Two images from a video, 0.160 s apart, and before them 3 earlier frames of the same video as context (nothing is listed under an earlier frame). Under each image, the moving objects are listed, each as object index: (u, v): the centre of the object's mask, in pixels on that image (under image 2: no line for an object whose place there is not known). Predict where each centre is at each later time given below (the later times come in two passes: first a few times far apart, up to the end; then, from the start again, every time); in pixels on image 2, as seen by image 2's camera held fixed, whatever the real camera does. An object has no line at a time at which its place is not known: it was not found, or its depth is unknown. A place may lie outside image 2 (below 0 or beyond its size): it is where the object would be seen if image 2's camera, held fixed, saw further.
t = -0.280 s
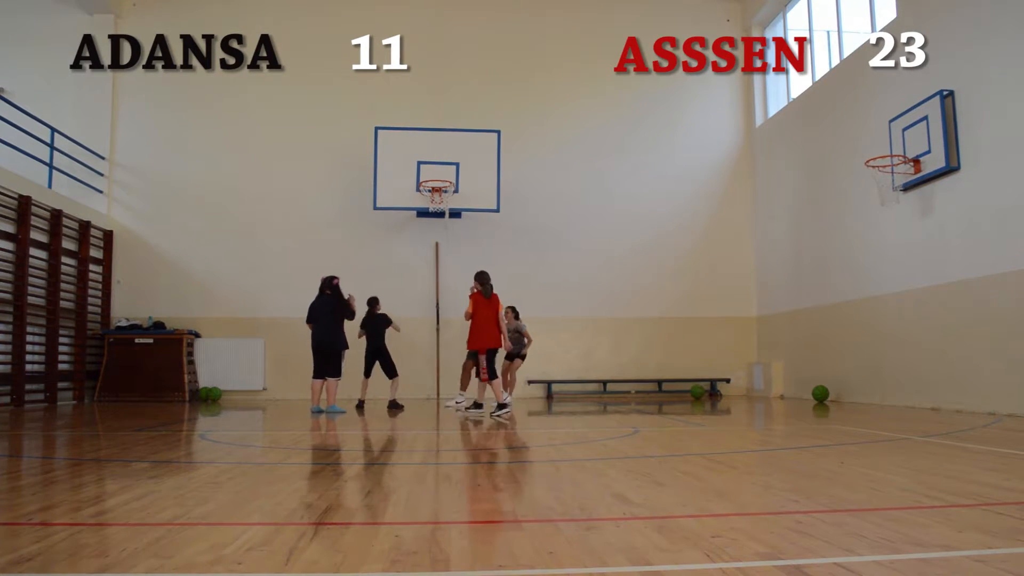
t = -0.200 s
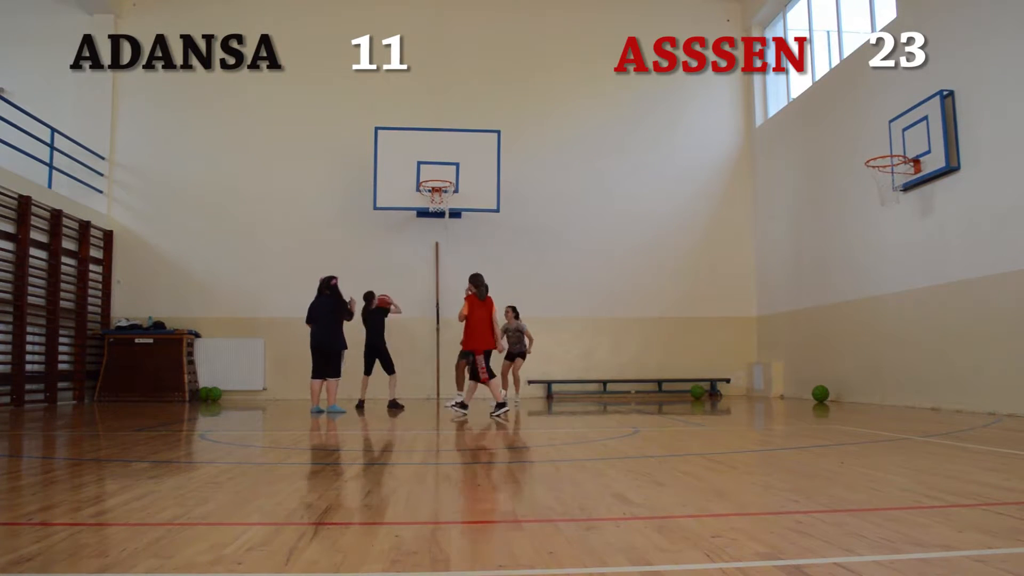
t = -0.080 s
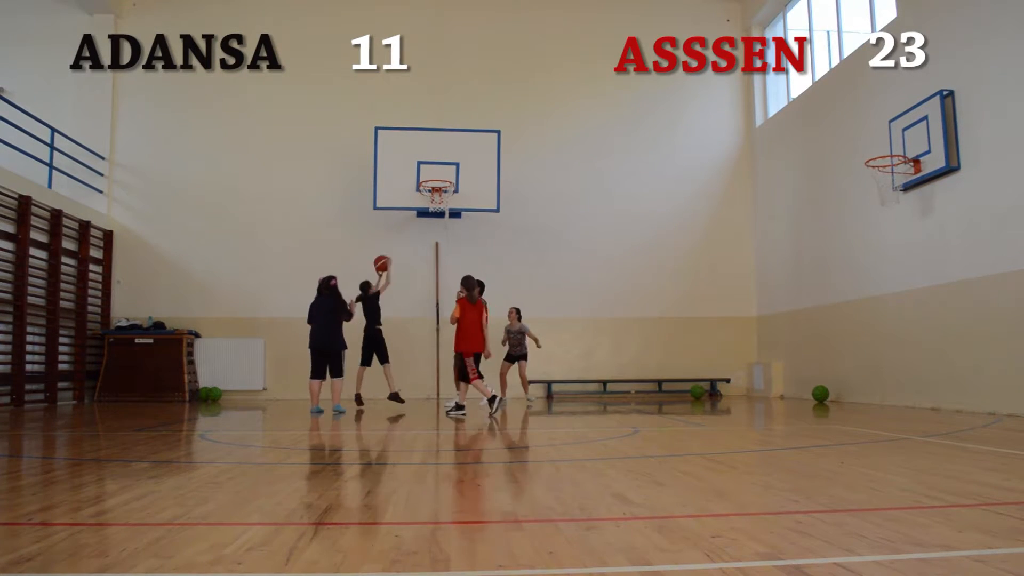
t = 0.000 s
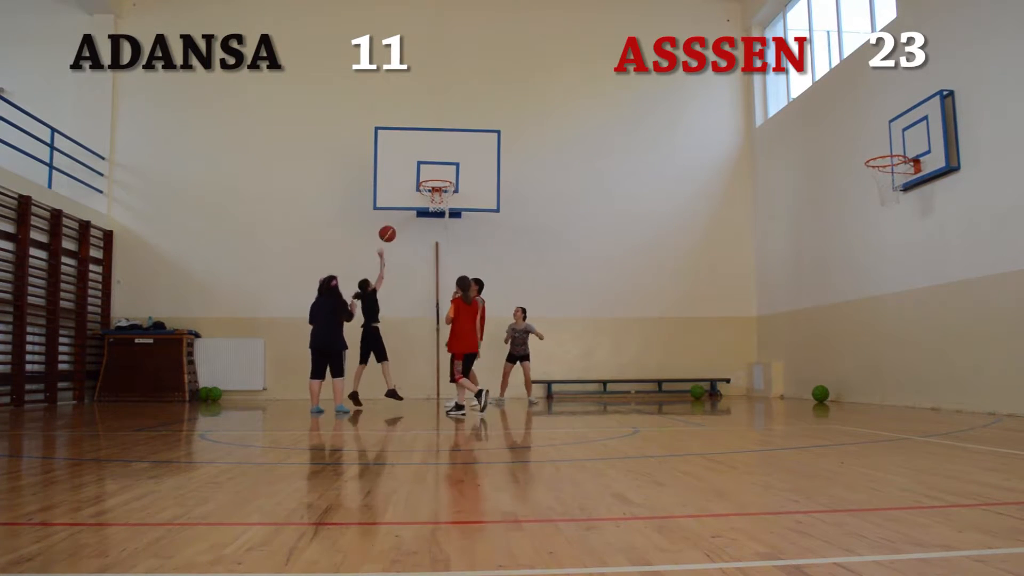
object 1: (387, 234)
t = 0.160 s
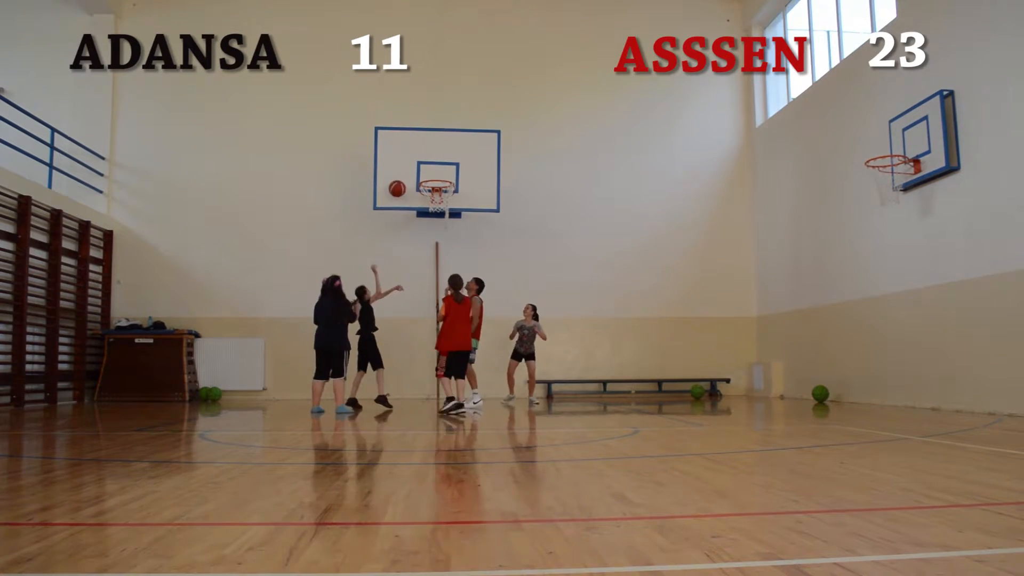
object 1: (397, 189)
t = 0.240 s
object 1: (402, 173)
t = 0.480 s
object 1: (416, 152)
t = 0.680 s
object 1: (424, 164)
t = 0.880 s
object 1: (433, 166)
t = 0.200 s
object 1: (399, 180)
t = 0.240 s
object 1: (402, 173)
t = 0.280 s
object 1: (404, 167)
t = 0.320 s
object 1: (406, 162)
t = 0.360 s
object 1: (409, 157)
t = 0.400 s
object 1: (411, 155)
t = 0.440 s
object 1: (413, 153)
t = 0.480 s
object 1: (416, 152)
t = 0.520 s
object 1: (417, 152)
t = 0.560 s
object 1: (419, 153)
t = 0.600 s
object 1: (421, 156)
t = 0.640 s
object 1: (422, 159)
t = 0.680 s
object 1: (424, 164)
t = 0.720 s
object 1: (426, 169)
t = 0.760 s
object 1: (428, 176)
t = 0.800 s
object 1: (429, 174)
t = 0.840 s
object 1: (431, 170)
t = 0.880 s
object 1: (433, 166)
